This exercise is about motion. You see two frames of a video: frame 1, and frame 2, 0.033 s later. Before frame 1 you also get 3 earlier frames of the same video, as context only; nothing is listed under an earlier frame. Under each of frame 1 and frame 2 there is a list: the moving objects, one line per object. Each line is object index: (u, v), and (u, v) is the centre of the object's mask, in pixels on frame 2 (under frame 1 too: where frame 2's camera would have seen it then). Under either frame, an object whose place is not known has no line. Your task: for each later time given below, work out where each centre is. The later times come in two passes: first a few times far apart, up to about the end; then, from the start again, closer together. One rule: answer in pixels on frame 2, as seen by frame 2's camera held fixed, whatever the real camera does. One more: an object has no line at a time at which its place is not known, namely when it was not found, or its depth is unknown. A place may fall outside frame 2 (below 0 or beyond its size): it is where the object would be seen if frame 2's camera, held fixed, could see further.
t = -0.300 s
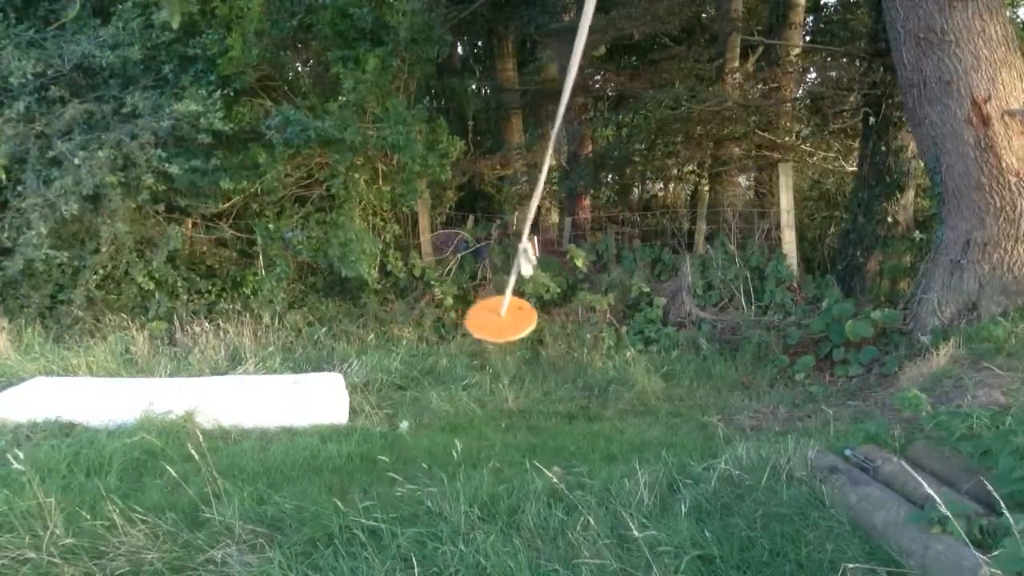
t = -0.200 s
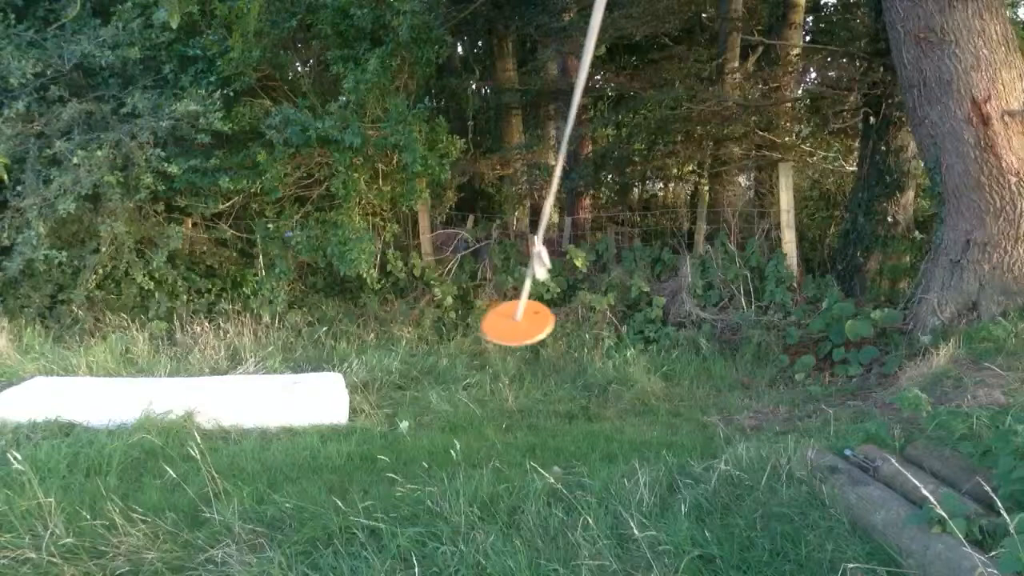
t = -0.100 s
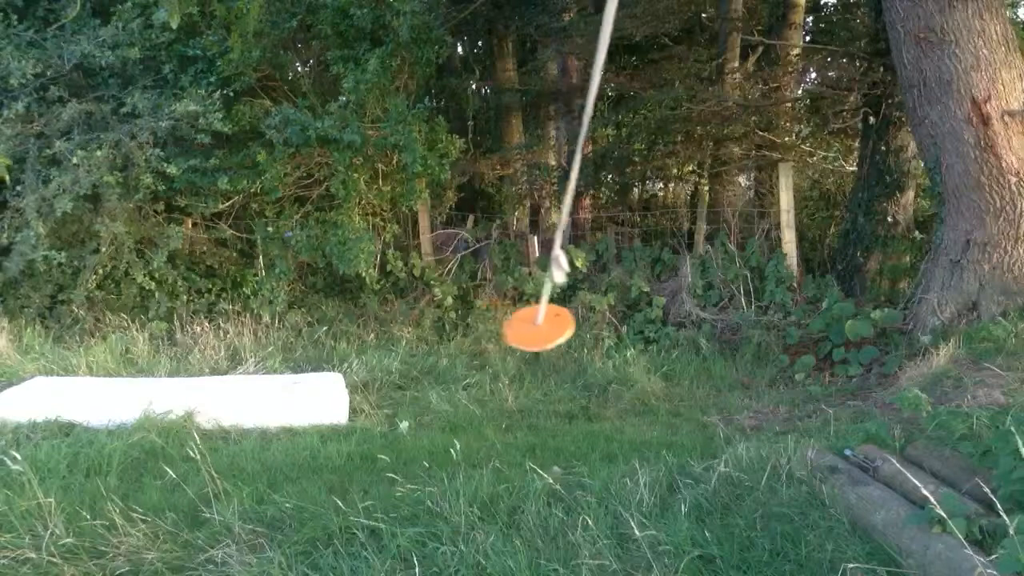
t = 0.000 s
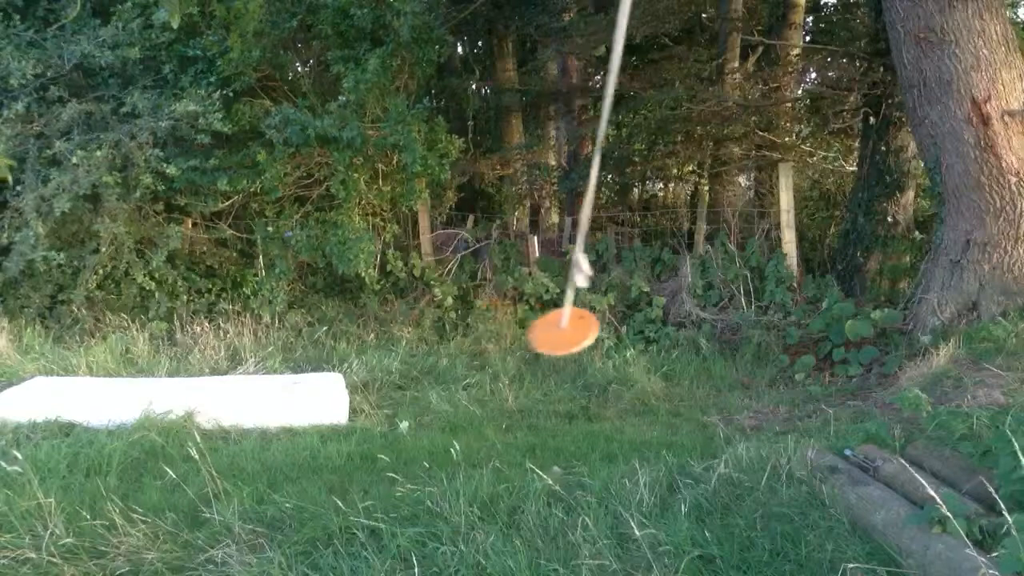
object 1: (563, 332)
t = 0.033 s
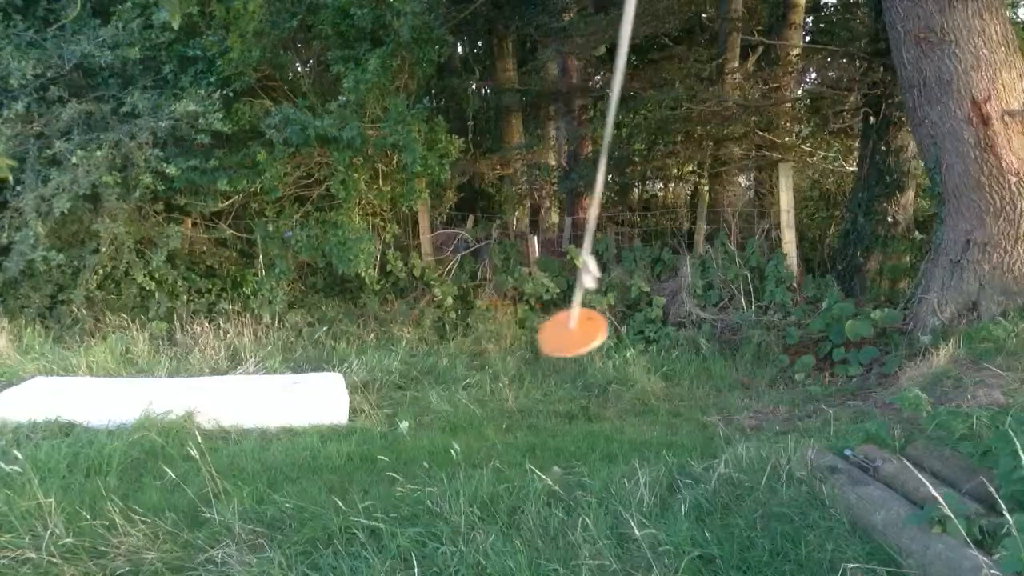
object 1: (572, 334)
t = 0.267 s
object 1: (642, 338)
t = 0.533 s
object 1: (723, 331)
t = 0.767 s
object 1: (784, 318)
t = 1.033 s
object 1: (831, 302)
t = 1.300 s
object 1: (850, 294)
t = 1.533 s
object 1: (844, 296)
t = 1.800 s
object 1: (814, 307)
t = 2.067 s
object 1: (762, 321)
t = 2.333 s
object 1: (696, 332)
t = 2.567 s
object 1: (637, 335)
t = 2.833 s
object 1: (578, 332)
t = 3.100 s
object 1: (540, 327)
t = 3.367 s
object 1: (532, 326)
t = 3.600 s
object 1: (550, 329)
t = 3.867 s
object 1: (595, 335)
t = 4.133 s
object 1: (656, 336)
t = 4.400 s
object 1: (720, 330)
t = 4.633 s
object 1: (768, 320)
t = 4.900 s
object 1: (805, 307)
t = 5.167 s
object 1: (820, 300)
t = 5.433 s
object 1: (812, 303)
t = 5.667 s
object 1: (788, 312)
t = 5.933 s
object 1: (744, 324)
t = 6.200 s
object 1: (694, 331)
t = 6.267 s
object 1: (681, 332)
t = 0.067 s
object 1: (582, 335)
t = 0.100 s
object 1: (592, 335)
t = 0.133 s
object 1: (602, 336)
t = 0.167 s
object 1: (611, 336)
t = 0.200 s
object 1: (622, 337)
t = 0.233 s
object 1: (632, 338)
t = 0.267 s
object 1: (642, 338)
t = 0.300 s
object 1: (653, 338)
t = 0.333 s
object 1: (662, 337)
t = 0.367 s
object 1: (673, 336)
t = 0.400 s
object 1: (683, 336)
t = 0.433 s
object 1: (693, 335)
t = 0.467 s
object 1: (703, 333)
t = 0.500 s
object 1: (713, 332)
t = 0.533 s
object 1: (723, 331)
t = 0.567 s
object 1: (733, 329)
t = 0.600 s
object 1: (742, 328)
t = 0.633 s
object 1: (750, 326)
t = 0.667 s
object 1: (759, 324)
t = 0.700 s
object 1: (767, 322)
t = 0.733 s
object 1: (775, 320)
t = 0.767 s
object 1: (784, 318)
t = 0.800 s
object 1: (791, 315)
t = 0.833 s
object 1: (798, 314)
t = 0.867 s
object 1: (805, 311)
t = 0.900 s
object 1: (810, 309)
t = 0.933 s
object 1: (816, 307)
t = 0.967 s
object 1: (821, 306)
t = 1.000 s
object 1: (826, 304)
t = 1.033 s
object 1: (831, 302)
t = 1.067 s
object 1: (834, 301)
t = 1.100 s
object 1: (838, 299)
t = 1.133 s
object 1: (841, 298)
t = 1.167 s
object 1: (844, 297)
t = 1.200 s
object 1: (846, 296)
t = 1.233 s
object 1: (848, 295)
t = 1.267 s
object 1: (849, 295)
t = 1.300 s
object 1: (850, 294)
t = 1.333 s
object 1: (850, 294)
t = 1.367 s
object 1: (850, 294)
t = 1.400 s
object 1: (850, 294)
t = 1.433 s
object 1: (849, 294)
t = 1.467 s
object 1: (848, 294)
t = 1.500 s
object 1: (846, 295)
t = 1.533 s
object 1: (844, 296)
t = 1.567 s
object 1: (842, 297)
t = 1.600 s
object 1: (839, 298)
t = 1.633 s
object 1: (836, 299)
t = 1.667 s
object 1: (833, 300)
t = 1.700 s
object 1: (828, 302)
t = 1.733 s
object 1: (824, 303)
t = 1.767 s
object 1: (819, 305)
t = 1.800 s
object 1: (814, 307)
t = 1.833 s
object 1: (809, 309)
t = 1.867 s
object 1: (803, 311)
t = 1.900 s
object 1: (797, 313)
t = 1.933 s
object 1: (791, 315)
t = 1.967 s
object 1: (784, 316)
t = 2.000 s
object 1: (777, 318)
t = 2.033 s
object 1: (770, 320)
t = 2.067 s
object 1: (762, 321)
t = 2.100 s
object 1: (754, 323)
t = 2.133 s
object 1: (746, 324)
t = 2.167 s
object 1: (738, 326)
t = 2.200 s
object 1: (729, 327)
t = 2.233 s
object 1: (722, 328)
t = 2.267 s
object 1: (713, 330)
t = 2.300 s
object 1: (704, 331)
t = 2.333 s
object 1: (696, 332)
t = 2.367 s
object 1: (687, 333)
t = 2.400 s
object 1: (678, 333)
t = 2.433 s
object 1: (671, 335)
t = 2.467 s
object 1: (662, 334)
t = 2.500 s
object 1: (653, 334)
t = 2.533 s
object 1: (646, 335)
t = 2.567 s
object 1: (637, 335)
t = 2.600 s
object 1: (629, 335)
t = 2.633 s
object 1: (621, 335)
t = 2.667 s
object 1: (613, 335)
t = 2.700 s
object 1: (605, 334)
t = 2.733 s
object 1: (598, 334)
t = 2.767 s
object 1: (591, 333)
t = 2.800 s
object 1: (584, 333)
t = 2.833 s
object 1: (578, 332)
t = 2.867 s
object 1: (571, 332)
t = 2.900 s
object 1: (566, 331)
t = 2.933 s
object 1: (561, 330)
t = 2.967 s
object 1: (556, 329)
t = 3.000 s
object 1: (551, 329)
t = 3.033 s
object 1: (547, 328)
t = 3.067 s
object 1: (543, 327)
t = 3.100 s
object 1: (540, 327)
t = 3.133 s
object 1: (538, 326)
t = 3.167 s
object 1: (535, 326)
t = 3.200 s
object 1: (534, 326)
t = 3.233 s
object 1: (532, 325)
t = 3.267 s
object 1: (532, 325)
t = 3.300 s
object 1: (531, 325)
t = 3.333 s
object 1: (531, 325)
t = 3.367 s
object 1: (532, 326)
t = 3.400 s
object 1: (533, 326)
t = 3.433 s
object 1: (534, 326)
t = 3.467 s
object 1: (537, 327)
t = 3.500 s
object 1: (539, 327)
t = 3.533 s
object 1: (542, 328)
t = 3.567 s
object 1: (546, 328)
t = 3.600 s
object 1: (550, 329)
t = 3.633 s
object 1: (554, 330)
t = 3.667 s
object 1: (559, 330)
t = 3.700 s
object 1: (564, 331)
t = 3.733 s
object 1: (570, 332)
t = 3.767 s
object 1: (575, 333)
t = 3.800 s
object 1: (581, 333)
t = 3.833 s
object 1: (588, 334)
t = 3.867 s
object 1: (595, 335)
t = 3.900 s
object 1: (602, 335)
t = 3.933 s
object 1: (609, 336)
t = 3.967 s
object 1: (617, 336)
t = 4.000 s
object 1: (624, 336)
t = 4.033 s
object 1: (632, 337)
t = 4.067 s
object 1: (640, 337)
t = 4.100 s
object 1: (648, 336)
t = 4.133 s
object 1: (656, 336)
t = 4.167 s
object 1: (664, 336)
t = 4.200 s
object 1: (672, 336)
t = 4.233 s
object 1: (681, 335)
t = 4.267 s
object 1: (689, 334)
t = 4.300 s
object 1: (697, 334)
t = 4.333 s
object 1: (705, 332)
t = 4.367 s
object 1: (713, 331)
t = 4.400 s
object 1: (720, 330)
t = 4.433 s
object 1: (729, 329)
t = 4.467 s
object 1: (736, 327)
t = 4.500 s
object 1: (742, 326)
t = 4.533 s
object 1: (749, 324)
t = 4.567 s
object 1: (756, 323)
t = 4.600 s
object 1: (762, 322)
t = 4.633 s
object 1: (768, 320)
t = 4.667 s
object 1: (775, 319)
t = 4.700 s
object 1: (781, 318)
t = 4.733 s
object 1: (789, 318)
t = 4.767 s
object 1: (797, 316)
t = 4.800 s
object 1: (799, 312)
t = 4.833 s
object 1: (801, 309)
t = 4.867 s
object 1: (804, 308)
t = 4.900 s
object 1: (805, 307)
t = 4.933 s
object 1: (809, 306)
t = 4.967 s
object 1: (811, 304)
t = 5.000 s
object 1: (813, 303)
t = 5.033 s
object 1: (816, 303)
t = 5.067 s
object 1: (818, 302)
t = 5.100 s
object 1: (819, 301)
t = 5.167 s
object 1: (820, 300)
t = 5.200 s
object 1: (820, 300)
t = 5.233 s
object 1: (822, 300)
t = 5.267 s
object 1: (821, 300)
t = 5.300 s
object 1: (820, 300)
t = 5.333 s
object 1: (819, 300)
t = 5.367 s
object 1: (818, 302)
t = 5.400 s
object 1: (815, 303)
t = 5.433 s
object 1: (812, 303)
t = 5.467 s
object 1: (810, 304)
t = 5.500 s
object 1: (808, 305)
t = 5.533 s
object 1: (804, 307)
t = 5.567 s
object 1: (800, 308)
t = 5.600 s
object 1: (797, 309)
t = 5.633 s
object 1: (793, 310)
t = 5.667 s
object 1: (788, 312)
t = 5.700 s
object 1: (784, 313)
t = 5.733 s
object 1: (779, 314)
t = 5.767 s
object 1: (774, 316)
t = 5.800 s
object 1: (768, 318)
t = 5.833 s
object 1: (763, 319)
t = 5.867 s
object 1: (757, 320)
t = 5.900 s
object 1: (751, 322)
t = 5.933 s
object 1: (744, 324)
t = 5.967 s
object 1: (738, 325)
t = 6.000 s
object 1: (731, 326)
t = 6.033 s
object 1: (726, 327)
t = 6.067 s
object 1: (718, 328)
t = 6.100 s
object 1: (712, 329)
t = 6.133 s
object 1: (707, 329)
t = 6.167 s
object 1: (700, 329)
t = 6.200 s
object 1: (694, 331)
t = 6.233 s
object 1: (687, 332)
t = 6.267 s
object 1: (681, 332)
